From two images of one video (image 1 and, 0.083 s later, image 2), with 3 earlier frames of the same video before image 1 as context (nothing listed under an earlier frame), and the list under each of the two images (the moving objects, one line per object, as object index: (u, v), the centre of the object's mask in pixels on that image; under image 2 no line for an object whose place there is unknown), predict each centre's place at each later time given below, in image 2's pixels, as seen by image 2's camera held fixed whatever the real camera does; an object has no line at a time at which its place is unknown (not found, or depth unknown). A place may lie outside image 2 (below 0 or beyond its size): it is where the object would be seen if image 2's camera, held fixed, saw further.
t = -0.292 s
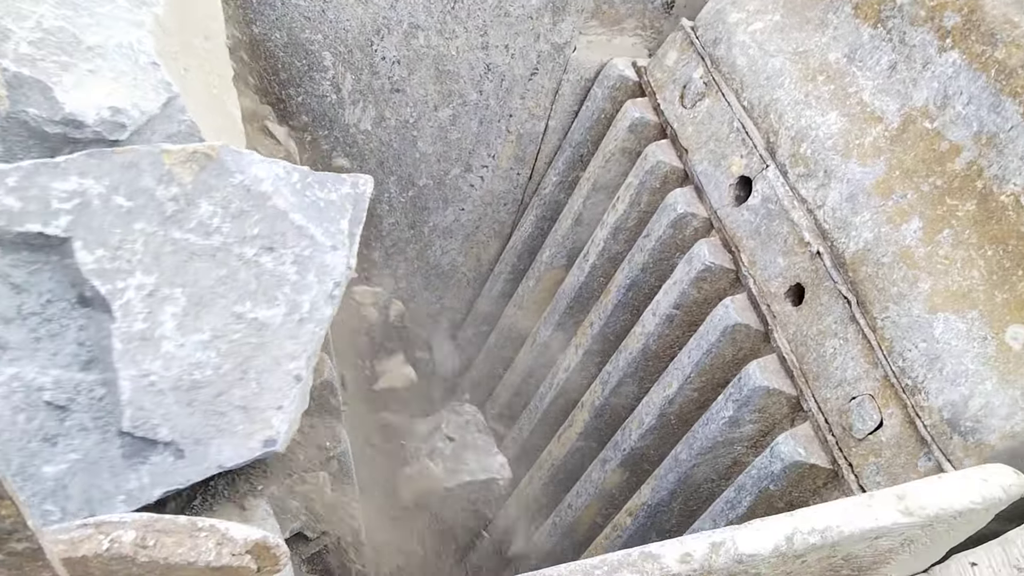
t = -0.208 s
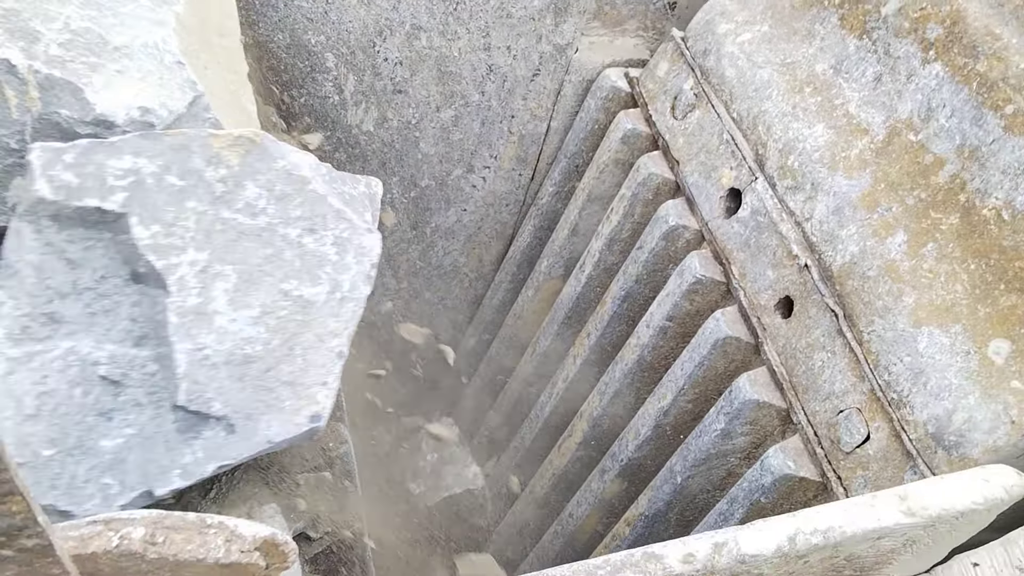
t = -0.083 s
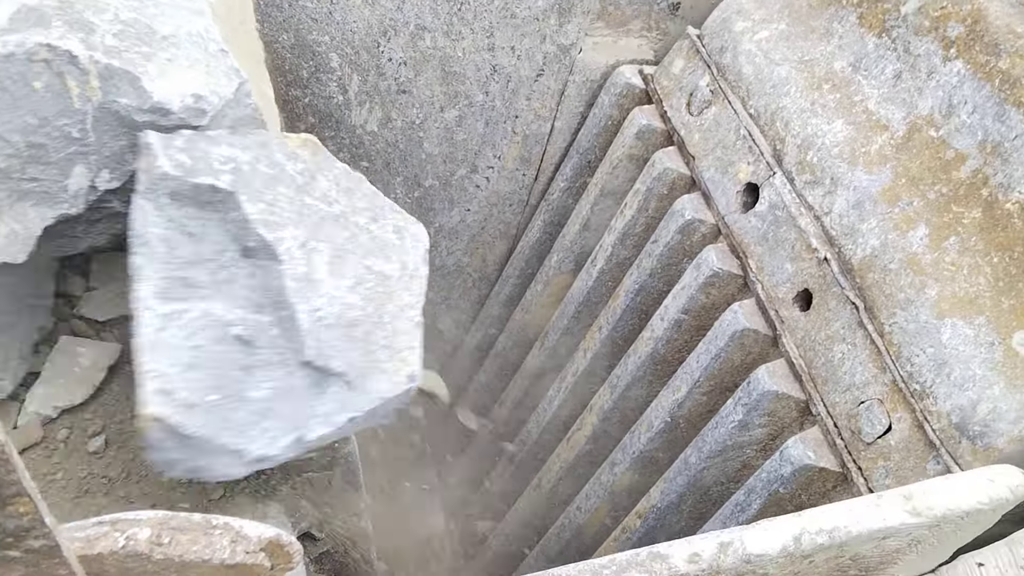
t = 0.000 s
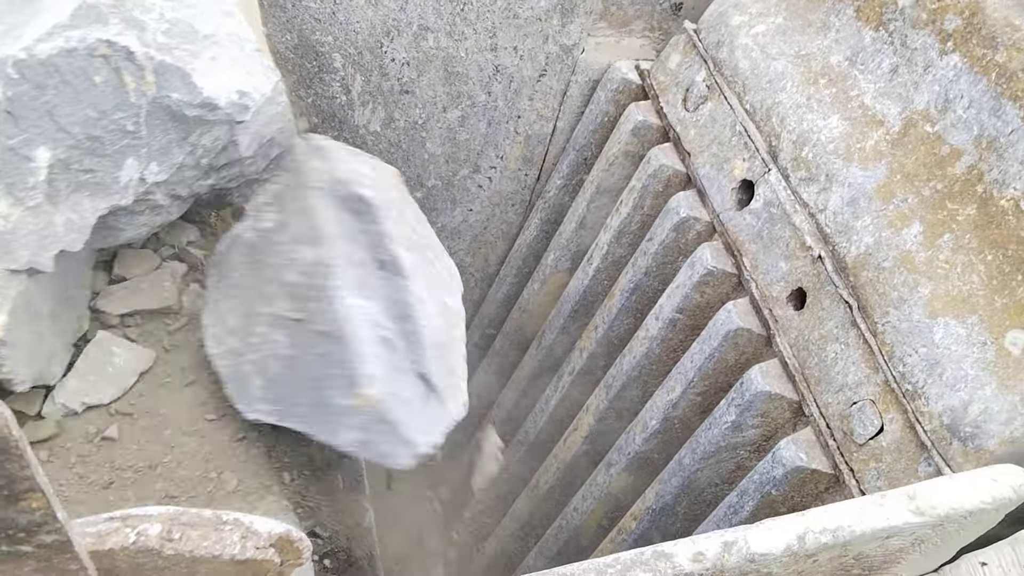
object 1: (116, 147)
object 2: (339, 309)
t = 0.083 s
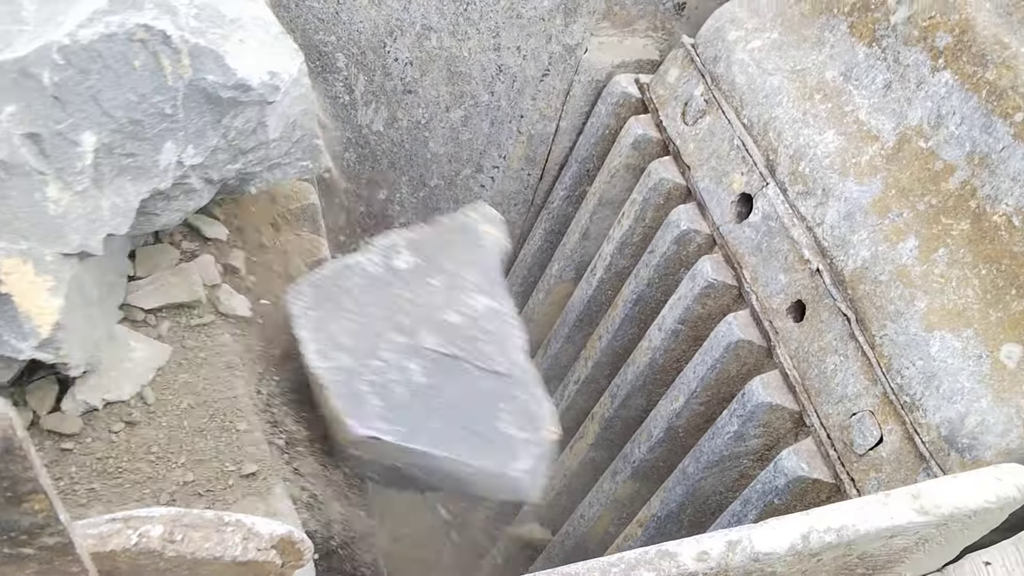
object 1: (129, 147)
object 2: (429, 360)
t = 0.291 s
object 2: (542, 473)
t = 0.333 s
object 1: (155, 143)
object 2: (562, 499)
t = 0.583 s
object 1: (214, 131)
